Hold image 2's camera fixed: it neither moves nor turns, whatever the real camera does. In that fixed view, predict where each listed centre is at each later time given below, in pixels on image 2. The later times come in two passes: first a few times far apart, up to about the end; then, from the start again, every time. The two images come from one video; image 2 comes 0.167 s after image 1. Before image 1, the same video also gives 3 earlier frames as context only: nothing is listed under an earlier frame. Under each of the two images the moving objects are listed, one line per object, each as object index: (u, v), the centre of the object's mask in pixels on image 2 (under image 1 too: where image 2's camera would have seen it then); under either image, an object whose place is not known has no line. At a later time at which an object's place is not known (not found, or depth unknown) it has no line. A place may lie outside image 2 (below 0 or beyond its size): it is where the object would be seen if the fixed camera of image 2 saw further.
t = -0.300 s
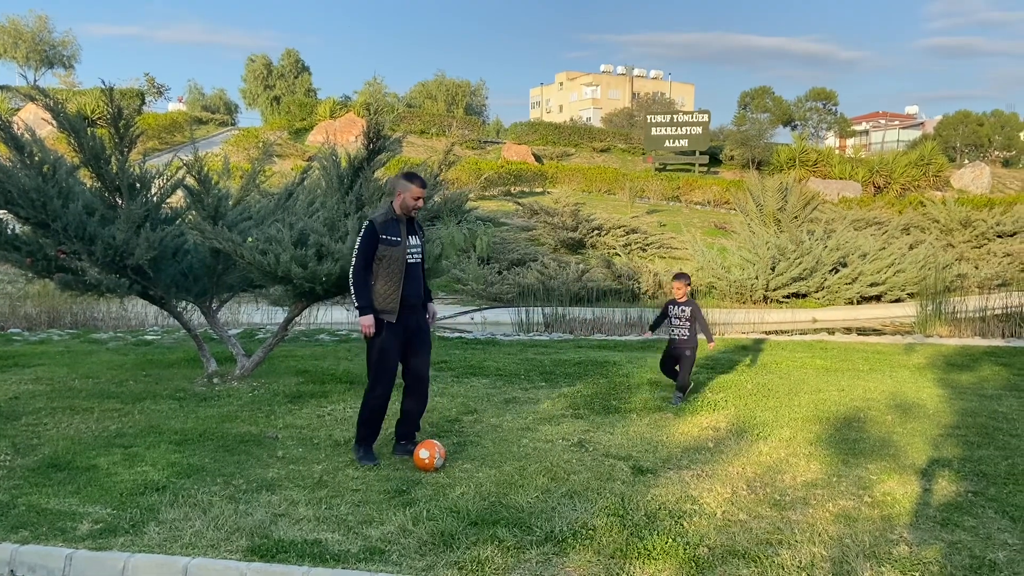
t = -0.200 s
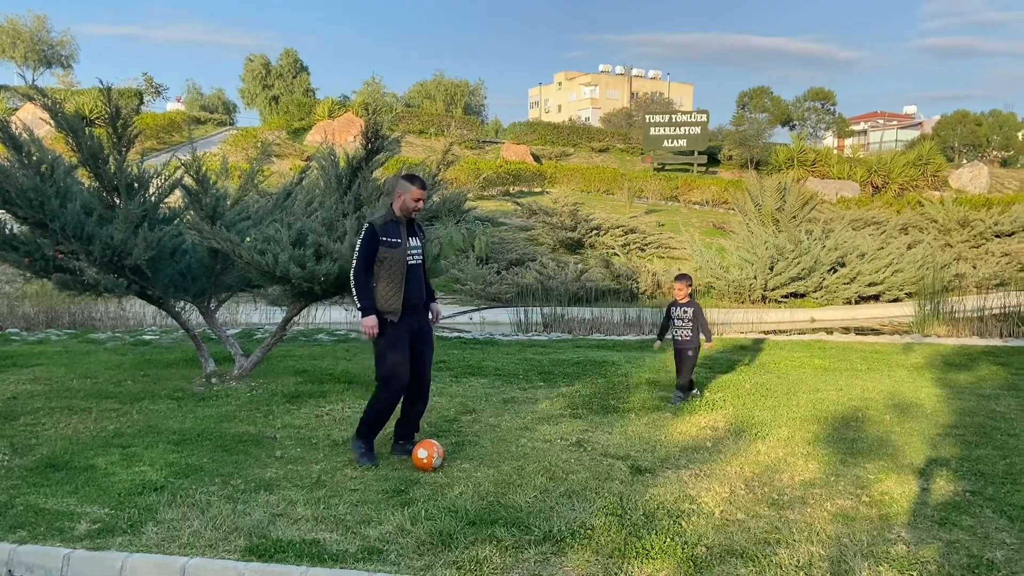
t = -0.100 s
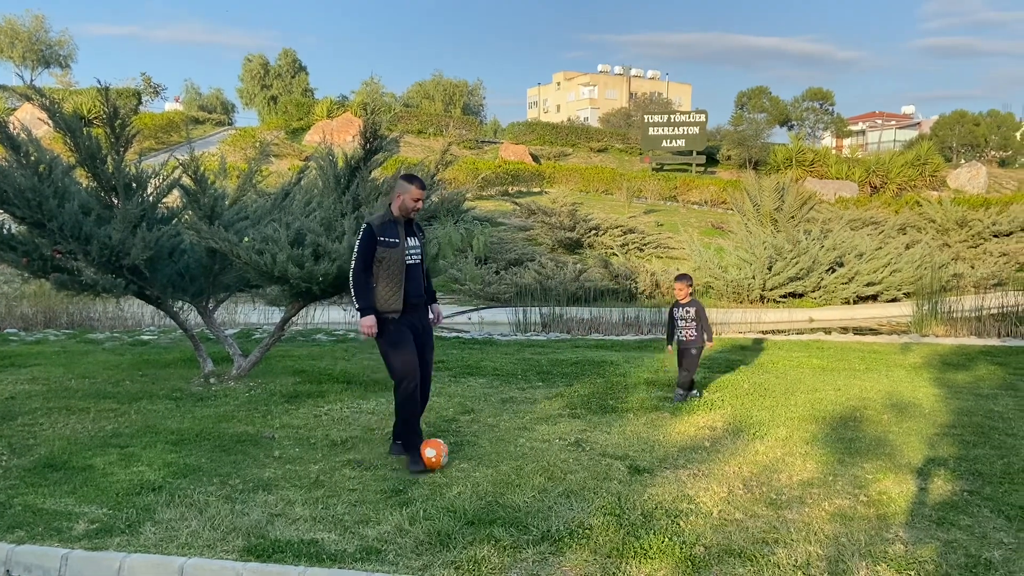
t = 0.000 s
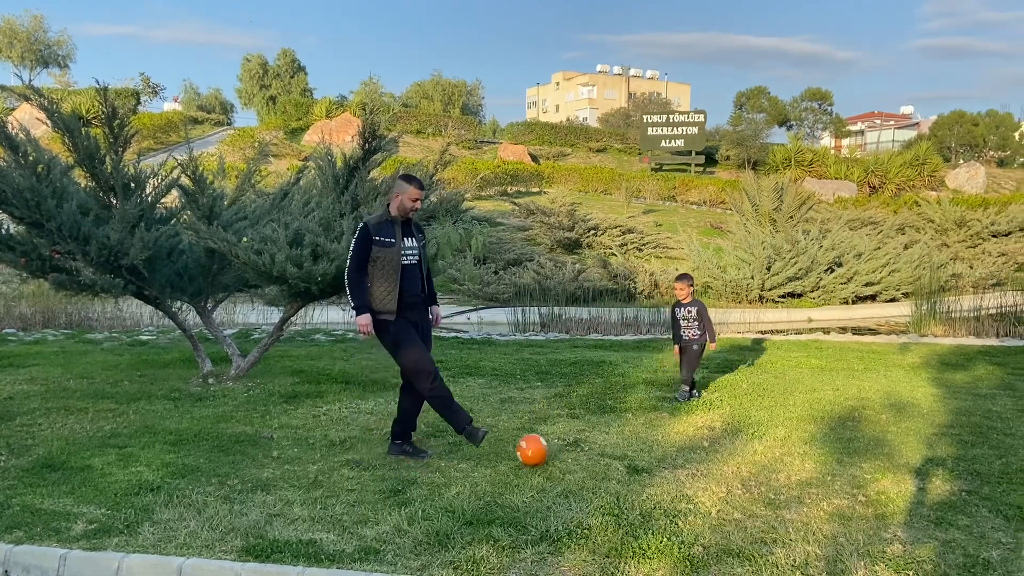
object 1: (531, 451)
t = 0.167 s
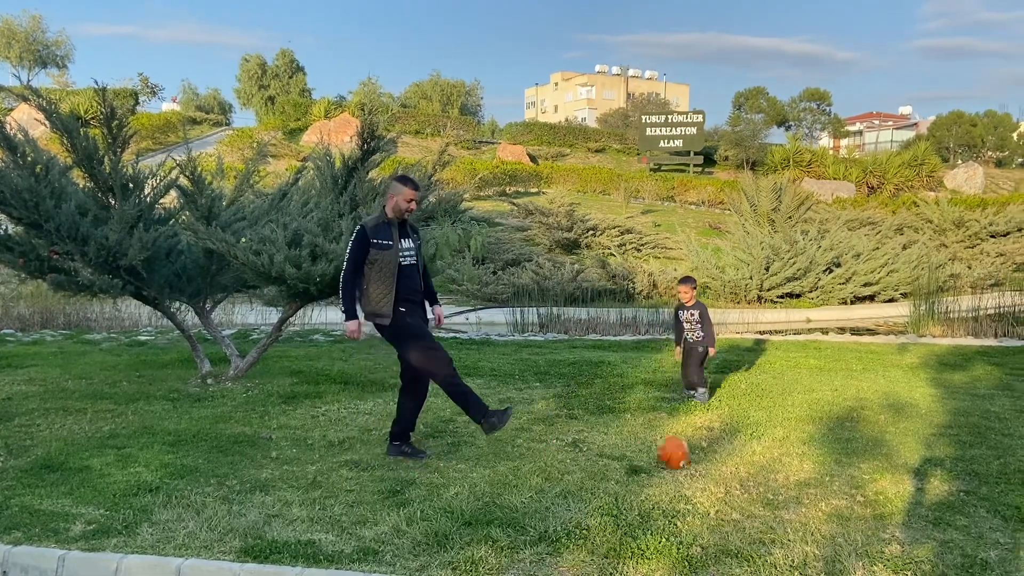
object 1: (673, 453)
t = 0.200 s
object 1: (697, 453)
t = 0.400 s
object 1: (817, 454)
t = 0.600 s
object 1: (922, 459)
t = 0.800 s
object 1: (1013, 459)
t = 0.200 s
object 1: (697, 453)
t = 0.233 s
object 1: (720, 455)
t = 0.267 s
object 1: (743, 459)
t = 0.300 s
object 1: (764, 460)
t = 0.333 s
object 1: (782, 458)
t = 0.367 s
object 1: (800, 455)
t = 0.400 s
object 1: (817, 454)
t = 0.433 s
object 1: (836, 456)
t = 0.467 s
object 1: (852, 459)
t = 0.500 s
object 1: (870, 458)
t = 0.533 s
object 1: (888, 457)
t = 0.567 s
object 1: (905, 459)
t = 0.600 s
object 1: (922, 459)
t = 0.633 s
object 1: (939, 458)
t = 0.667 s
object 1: (955, 458)
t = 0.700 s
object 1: (971, 458)
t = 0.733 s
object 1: (987, 460)
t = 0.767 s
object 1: (1003, 461)
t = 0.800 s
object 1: (1013, 459)
